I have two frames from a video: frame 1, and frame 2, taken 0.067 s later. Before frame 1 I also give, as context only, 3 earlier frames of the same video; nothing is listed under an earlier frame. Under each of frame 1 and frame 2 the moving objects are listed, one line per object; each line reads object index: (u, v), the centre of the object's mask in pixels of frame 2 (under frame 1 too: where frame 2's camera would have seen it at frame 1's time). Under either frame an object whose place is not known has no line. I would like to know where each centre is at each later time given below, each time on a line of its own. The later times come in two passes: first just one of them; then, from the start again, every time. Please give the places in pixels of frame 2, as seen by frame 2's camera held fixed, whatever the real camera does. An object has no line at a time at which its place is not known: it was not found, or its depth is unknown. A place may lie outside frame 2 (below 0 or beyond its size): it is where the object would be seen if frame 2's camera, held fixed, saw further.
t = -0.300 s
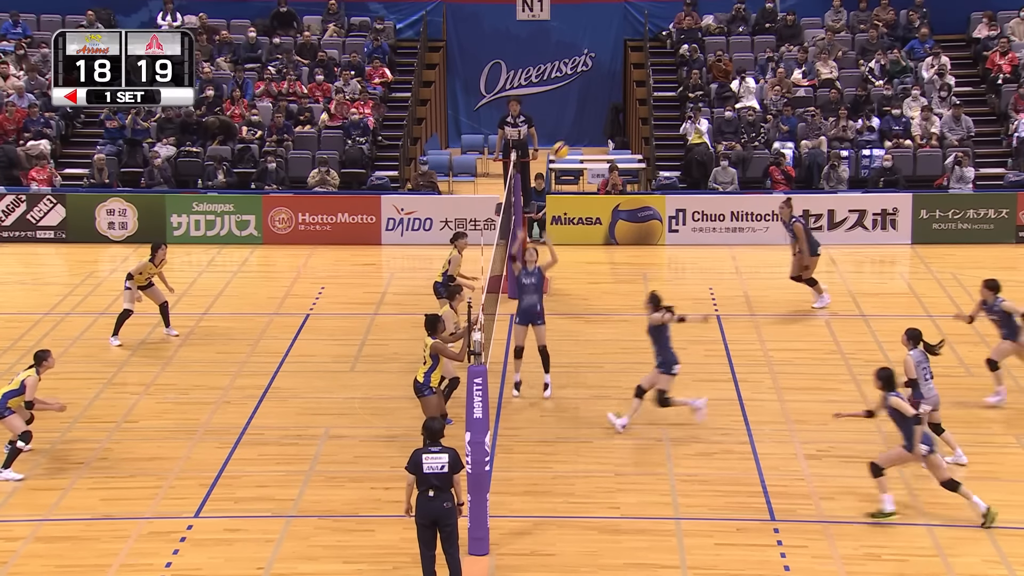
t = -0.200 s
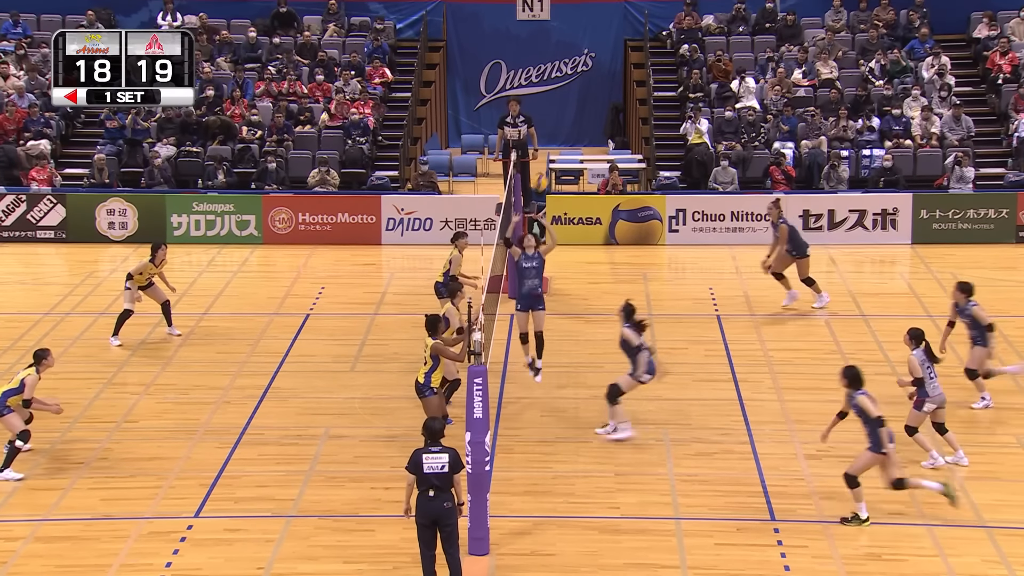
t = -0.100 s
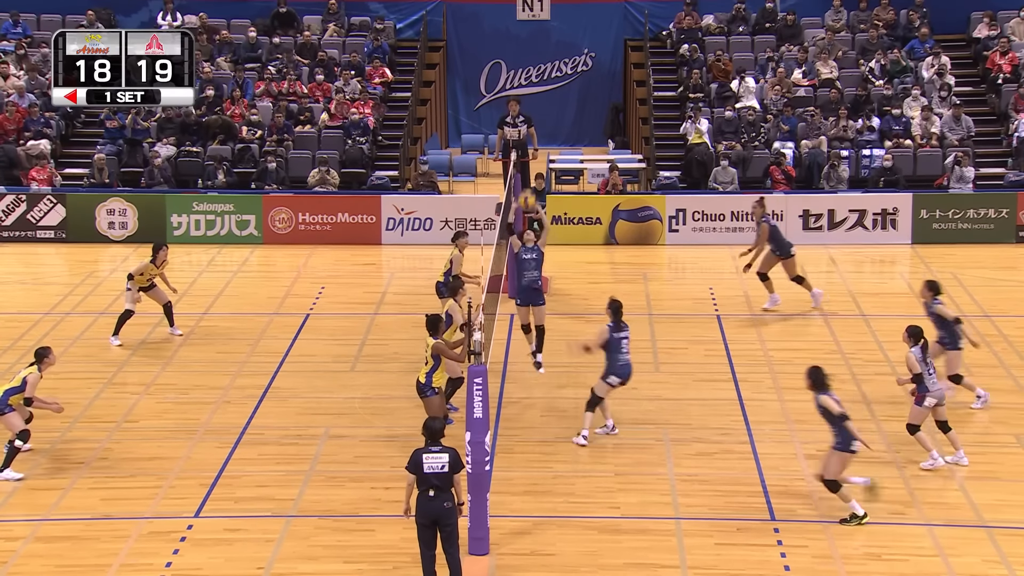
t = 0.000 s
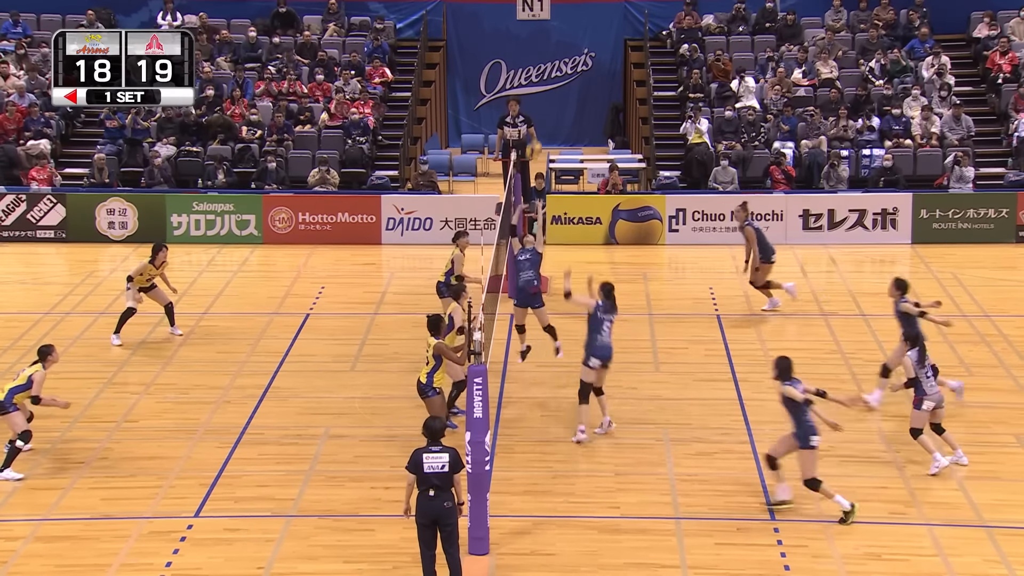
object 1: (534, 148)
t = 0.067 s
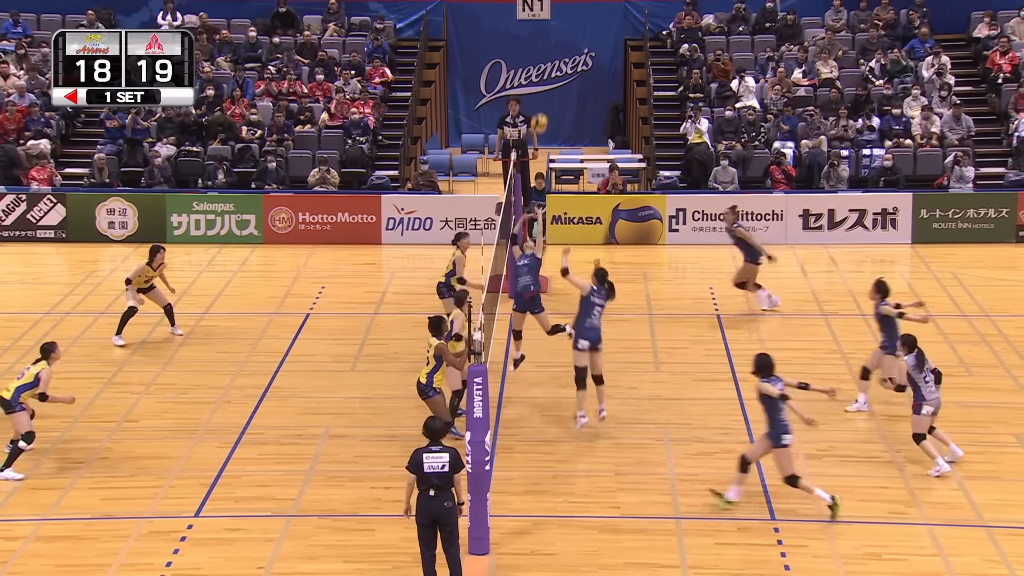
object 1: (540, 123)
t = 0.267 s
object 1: (554, 63)
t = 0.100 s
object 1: (542, 111)
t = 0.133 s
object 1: (544, 100)
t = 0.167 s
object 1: (546, 90)
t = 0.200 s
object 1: (549, 79)
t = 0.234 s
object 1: (552, 71)
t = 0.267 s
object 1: (554, 63)
